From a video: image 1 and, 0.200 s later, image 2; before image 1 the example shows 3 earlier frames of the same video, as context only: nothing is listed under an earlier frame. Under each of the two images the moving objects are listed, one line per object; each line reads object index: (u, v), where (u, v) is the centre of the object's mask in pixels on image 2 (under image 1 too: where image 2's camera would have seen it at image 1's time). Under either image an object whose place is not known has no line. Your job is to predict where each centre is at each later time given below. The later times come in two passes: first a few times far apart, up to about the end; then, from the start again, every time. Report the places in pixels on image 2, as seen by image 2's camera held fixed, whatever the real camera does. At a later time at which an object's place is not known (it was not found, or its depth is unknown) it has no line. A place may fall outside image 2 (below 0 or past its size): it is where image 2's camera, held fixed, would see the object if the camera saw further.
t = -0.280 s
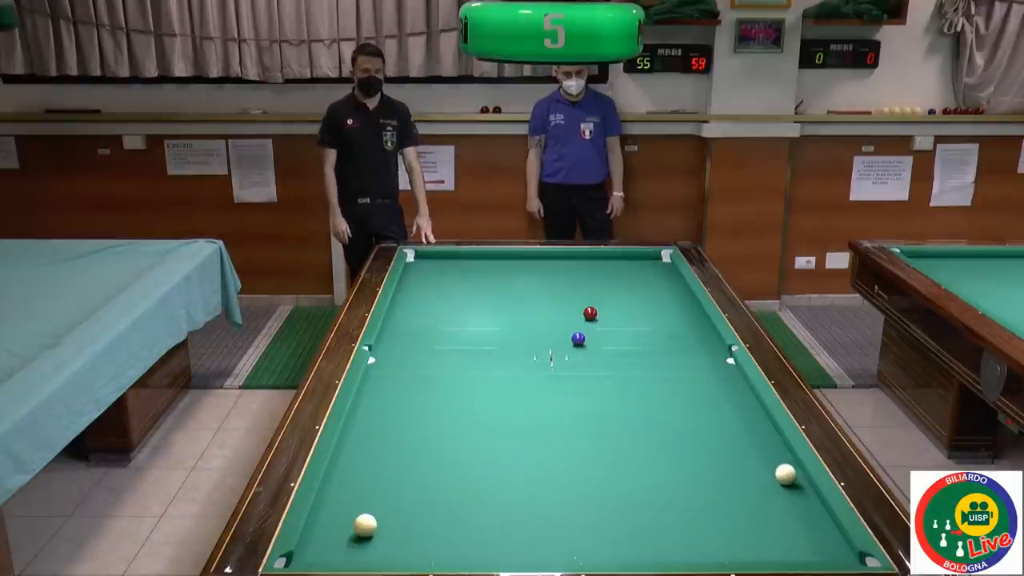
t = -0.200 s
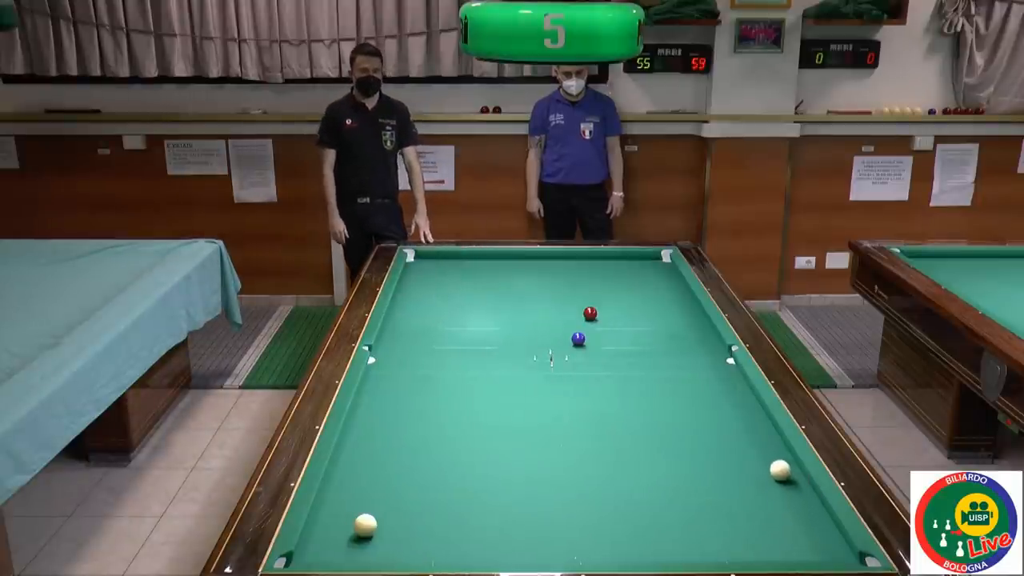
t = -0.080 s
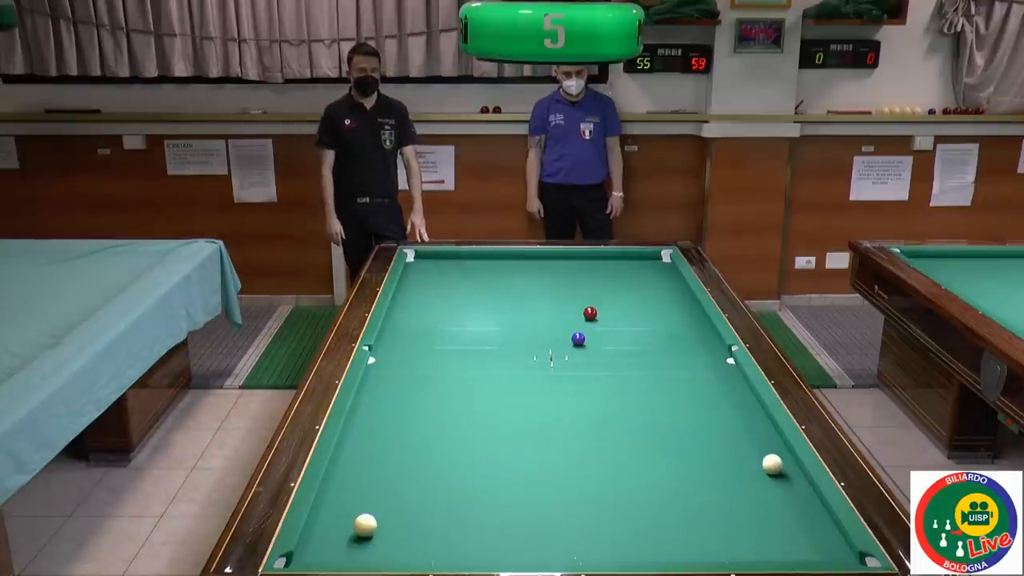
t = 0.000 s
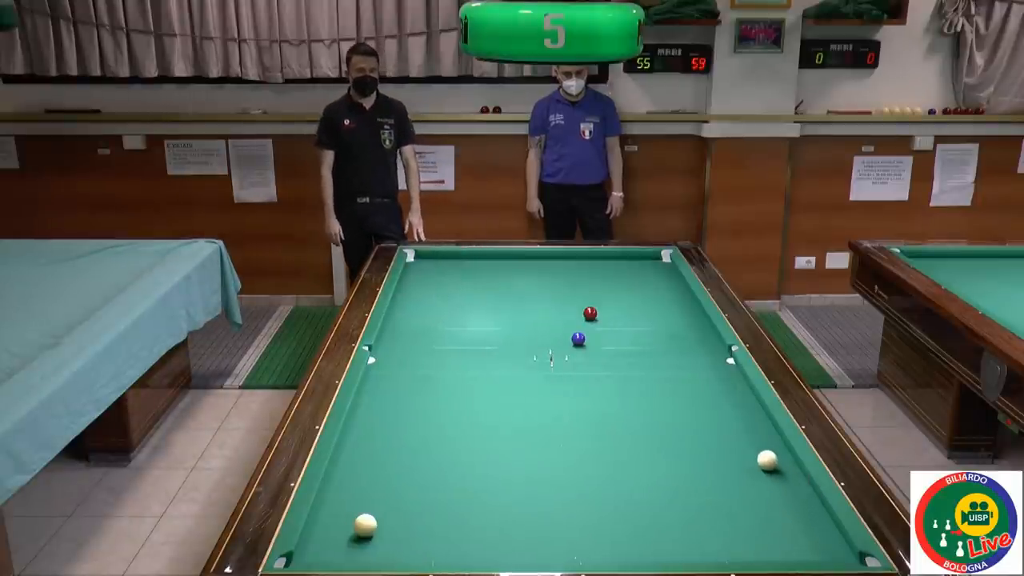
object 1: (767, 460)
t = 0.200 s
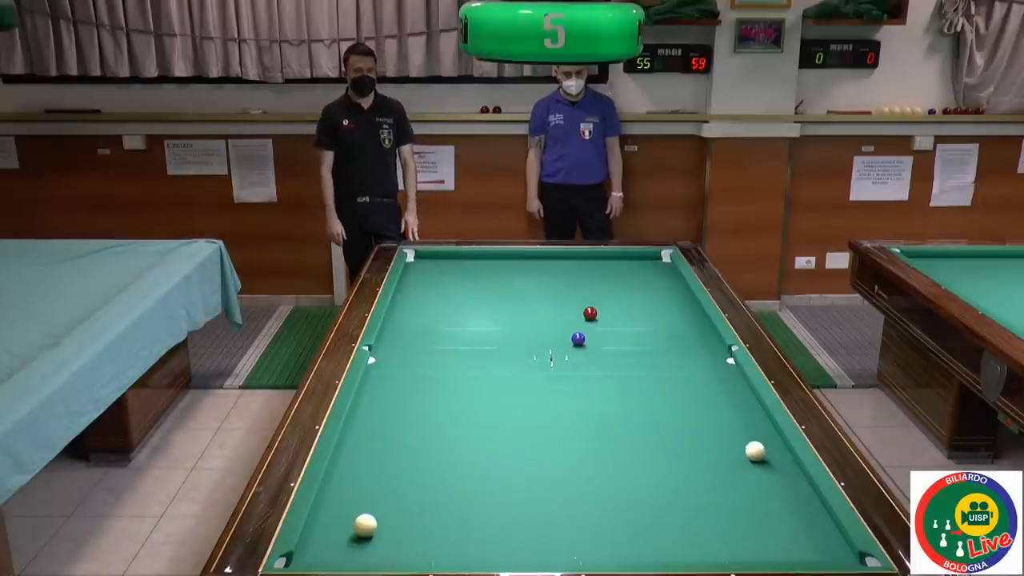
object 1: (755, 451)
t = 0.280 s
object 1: (750, 448)
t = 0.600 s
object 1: (733, 434)
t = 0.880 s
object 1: (718, 424)
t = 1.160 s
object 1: (705, 414)
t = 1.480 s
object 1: (692, 404)
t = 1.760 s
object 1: (681, 396)
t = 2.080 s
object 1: (670, 388)
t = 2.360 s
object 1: (661, 381)
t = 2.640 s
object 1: (653, 375)
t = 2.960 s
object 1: (645, 369)
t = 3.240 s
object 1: (638, 364)
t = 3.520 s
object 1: (632, 359)
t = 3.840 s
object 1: (625, 355)
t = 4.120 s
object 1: (620, 351)
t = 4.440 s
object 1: (615, 347)
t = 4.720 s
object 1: (610, 344)
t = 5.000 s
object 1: (606, 342)
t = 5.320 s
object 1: (602, 339)
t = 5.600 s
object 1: (600, 337)
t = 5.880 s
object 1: (597, 336)
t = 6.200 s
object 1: (594, 334)
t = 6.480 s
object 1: (593, 333)
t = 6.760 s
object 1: (590, 333)
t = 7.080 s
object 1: (589, 332)
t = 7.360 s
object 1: (589, 332)
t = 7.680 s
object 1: (589, 332)
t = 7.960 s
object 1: (588, 332)
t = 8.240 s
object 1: (588, 332)
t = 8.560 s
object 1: (588, 332)
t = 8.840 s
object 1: (588, 332)
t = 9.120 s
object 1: (588, 331)
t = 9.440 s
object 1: (588, 332)
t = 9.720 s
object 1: (588, 332)
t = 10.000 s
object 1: (588, 332)
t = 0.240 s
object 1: (753, 449)
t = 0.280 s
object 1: (750, 448)
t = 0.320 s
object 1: (748, 446)
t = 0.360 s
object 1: (746, 444)
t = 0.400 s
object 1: (744, 442)
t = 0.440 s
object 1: (741, 440)
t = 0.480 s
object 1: (739, 439)
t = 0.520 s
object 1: (737, 437)
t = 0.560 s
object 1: (735, 436)
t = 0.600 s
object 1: (733, 434)
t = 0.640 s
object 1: (731, 433)
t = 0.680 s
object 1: (728, 431)
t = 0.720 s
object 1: (727, 429)
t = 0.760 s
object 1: (725, 428)
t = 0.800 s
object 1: (723, 427)
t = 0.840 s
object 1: (721, 425)
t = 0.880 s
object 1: (718, 424)
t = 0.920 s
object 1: (717, 422)
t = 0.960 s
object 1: (715, 421)
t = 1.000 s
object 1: (713, 419)
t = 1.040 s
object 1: (711, 418)
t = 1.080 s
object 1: (709, 417)
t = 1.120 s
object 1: (707, 415)
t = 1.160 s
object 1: (705, 414)
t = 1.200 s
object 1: (704, 413)
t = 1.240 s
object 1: (702, 412)
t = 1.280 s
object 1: (700, 410)
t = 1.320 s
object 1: (698, 409)
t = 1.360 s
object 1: (697, 408)
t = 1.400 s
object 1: (695, 406)
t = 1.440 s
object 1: (693, 405)
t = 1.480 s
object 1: (692, 404)
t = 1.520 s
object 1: (690, 403)
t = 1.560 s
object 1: (689, 402)
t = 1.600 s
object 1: (687, 400)
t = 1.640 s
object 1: (685, 399)
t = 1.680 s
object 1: (684, 398)
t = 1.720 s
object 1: (682, 397)
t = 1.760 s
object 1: (681, 396)
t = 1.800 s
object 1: (680, 395)
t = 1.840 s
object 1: (678, 394)
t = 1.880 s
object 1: (677, 393)
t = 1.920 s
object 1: (675, 392)
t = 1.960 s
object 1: (674, 391)
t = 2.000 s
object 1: (672, 390)
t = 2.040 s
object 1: (671, 389)
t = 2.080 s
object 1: (670, 388)
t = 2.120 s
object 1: (668, 387)
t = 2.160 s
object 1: (667, 386)
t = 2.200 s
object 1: (666, 385)
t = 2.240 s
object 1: (664, 384)
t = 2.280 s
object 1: (663, 383)
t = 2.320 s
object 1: (662, 382)
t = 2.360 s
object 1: (661, 381)
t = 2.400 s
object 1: (659, 380)
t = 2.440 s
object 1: (658, 379)
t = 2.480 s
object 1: (657, 378)
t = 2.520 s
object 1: (656, 378)
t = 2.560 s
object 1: (655, 377)
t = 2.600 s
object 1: (654, 376)
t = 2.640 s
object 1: (653, 375)
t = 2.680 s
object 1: (652, 374)
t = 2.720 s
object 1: (650, 374)
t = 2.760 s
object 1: (649, 373)
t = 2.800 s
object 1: (648, 372)
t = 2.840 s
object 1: (647, 371)
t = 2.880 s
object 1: (646, 370)
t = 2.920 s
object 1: (646, 370)
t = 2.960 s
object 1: (645, 369)
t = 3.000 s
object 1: (643, 368)
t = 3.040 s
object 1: (643, 368)
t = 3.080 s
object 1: (641, 367)
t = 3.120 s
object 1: (641, 366)
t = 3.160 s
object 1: (640, 365)
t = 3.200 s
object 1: (639, 364)
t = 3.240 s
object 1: (638, 364)
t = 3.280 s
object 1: (637, 363)
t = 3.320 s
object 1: (636, 362)
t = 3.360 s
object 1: (635, 362)
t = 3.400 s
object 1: (634, 361)
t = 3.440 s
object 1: (633, 361)
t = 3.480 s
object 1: (632, 360)
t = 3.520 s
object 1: (632, 359)
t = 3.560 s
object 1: (631, 359)
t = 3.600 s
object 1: (630, 358)
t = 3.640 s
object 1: (629, 358)
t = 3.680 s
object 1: (628, 357)
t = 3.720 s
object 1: (627, 356)
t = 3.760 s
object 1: (627, 356)
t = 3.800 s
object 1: (626, 355)
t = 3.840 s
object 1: (625, 355)
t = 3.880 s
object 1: (624, 354)
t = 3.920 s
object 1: (624, 354)
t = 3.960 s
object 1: (623, 353)
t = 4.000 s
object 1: (622, 353)
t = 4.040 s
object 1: (622, 352)
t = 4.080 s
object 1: (621, 351)
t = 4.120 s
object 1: (620, 351)
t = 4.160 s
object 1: (619, 350)
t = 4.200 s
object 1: (619, 350)
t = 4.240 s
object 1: (618, 349)
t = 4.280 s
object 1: (617, 349)
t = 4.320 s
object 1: (617, 349)
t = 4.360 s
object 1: (616, 348)
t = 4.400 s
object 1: (616, 348)
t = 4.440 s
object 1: (615, 347)
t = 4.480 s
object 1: (614, 347)
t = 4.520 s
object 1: (613, 346)
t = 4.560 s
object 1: (613, 346)
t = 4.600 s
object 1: (612, 346)
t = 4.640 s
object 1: (612, 345)
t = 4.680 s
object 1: (611, 345)
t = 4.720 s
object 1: (610, 344)
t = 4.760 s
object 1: (610, 344)
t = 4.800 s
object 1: (609, 344)
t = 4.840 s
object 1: (609, 343)
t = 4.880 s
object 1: (608, 343)
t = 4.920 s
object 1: (607, 342)
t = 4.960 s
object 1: (607, 342)
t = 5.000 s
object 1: (606, 342)
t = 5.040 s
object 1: (606, 341)
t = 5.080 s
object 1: (605, 341)
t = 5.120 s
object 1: (605, 341)
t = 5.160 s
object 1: (604, 340)
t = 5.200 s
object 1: (604, 340)
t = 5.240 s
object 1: (603, 340)
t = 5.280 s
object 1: (603, 339)
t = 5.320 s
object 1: (602, 339)
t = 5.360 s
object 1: (602, 339)
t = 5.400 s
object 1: (602, 339)
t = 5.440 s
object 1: (601, 338)
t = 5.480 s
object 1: (601, 338)
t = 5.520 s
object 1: (600, 338)
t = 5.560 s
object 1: (600, 338)
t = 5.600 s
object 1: (600, 337)
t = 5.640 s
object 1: (599, 337)
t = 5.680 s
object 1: (599, 337)
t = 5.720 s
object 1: (598, 337)
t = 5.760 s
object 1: (598, 336)
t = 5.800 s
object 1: (598, 336)
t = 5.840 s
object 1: (598, 336)
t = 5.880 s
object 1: (597, 336)
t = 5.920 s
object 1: (597, 336)
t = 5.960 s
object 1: (596, 336)
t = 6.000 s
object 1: (596, 335)
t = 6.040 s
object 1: (596, 335)
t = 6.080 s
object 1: (595, 335)
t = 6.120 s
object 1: (595, 335)
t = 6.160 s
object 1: (595, 334)
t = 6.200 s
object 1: (594, 334)
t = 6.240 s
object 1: (594, 334)
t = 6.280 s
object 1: (594, 334)
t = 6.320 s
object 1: (593, 334)
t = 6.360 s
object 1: (593, 334)
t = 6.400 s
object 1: (593, 334)
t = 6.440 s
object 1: (593, 334)
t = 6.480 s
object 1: (593, 333)
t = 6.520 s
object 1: (592, 333)
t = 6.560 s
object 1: (592, 333)
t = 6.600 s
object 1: (592, 333)
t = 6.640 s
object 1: (591, 333)
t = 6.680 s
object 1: (591, 333)
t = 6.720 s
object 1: (591, 333)
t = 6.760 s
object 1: (590, 333)
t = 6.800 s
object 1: (591, 333)
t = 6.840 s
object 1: (590, 333)
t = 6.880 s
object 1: (590, 333)
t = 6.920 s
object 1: (590, 332)
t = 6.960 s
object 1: (590, 332)
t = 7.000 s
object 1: (590, 332)
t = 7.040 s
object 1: (589, 332)
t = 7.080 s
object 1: (589, 332)
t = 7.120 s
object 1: (590, 332)
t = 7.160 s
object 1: (589, 332)
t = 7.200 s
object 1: (589, 332)
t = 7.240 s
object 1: (589, 332)
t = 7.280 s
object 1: (589, 332)
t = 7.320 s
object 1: (589, 332)
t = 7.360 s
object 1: (589, 332)
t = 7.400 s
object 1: (588, 332)
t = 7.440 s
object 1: (589, 332)
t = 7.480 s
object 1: (588, 332)
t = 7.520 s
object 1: (589, 332)
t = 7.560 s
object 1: (588, 332)
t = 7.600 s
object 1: (588, 332)
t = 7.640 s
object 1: (588, 332)
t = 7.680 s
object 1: (589, 332)
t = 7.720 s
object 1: (588, 332)
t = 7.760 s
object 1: (588, 332)
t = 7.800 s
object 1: (588, 332)
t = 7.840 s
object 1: (588, 332)
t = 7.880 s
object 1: (588, 332)
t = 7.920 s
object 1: (588, 332)
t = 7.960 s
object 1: (588, 332)
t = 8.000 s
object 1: (588, 332)
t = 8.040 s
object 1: (588, 332)
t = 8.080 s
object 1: (588, 332)
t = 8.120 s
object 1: (588, 332)
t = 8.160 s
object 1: (588, 332)
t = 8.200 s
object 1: (588, 332)
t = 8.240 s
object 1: (588, 332)
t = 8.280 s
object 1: (588, 332)
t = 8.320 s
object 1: (588, 332)
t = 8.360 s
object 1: (588, 332)
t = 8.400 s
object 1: (588, 332)
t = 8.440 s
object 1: (588, 332)
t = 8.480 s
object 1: (588, 332)
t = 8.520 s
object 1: (588, 332)
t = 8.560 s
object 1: (588, 332)
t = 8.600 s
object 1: (588, 332)
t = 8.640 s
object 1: (588, 332)
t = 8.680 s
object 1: (588, 332)
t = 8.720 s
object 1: (588, 332)
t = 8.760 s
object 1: (588, 332)
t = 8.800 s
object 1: (588, 332)
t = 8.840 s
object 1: (588, 332)
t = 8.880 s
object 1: (588, 331)
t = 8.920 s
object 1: (588, 332)
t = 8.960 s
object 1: (588, 332)
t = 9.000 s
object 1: (588, 332)
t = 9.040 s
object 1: (588, 331)
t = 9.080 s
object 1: (588, 331)
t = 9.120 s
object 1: (588, 331)
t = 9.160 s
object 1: (588, 331)
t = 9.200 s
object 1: (588, 332)
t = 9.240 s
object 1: (588, 332)
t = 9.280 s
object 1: (588, 332)
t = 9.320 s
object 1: (588, 332)
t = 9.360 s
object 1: (588, 332)
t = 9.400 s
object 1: (588, 332)
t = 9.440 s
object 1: (588, 332)
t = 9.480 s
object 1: (588, 332)
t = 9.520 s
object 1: (588, 332)
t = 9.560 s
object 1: (588, 332)
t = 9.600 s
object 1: (588, 331)
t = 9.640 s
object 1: (588, 332)
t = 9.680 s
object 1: (588, 332)
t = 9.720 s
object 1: (588, 332)
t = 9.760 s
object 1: (588, 332)
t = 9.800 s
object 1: (588, 332)
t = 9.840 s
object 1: (588, 331)
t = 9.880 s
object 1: (588, 332)
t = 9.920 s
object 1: (588, 332)
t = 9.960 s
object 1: (588, 332)
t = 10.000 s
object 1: (588, 332)
